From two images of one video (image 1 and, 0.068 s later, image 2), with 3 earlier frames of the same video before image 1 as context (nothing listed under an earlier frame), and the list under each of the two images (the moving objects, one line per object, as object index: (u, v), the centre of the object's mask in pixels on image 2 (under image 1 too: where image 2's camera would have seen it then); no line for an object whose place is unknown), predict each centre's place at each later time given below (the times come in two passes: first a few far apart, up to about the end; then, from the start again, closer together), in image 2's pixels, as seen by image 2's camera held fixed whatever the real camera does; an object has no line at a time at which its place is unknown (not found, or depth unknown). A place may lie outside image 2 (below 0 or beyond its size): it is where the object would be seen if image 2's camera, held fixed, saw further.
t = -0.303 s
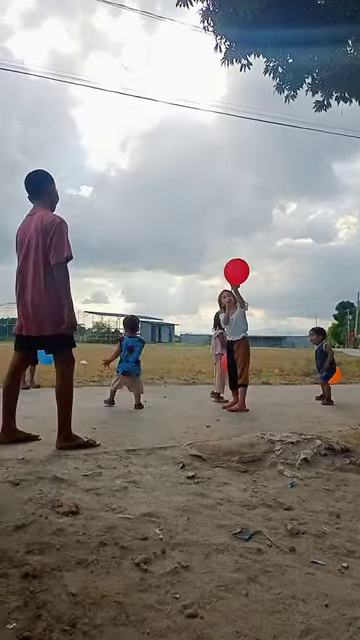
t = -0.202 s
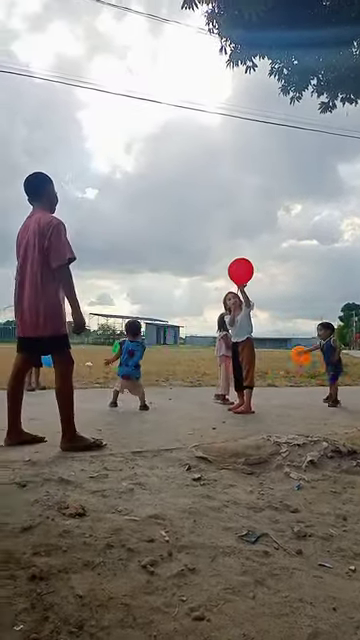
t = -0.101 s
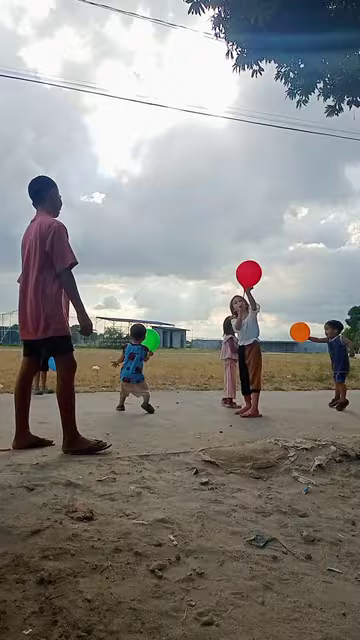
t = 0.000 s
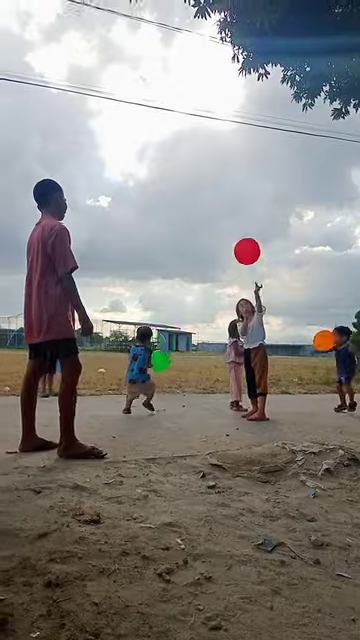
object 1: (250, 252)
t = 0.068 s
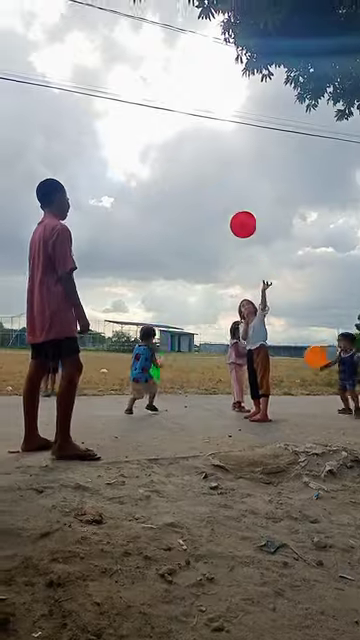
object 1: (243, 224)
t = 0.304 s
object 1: (209, 159)
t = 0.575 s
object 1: (166, 142)
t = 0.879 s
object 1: (127, 157)
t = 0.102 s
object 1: (239, 212)
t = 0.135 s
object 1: (235, 201)
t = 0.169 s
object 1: (230, 191)
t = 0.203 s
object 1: (225, 181)
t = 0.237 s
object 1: (220, 173)
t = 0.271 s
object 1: (215, 165)
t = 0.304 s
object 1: (209, 159)
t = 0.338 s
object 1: (204, 154)
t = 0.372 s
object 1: (198, 150)
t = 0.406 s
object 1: (192, 147)
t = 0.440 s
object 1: (187, 145)
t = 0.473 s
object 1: (182, 143)
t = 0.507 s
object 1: (177, 142)
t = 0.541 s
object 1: (171, 141)
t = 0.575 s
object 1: (166, 142)
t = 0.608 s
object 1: (161, 142)
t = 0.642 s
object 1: (156, 143)
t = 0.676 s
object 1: (152, 144)
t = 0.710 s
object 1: (147, 145)
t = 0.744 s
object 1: (143, 147)
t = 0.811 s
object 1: (135, 151)
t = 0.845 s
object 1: (131, 154)
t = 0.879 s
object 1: (127, 157)
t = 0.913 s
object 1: (123, 161)
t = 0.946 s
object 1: (119, 164)
